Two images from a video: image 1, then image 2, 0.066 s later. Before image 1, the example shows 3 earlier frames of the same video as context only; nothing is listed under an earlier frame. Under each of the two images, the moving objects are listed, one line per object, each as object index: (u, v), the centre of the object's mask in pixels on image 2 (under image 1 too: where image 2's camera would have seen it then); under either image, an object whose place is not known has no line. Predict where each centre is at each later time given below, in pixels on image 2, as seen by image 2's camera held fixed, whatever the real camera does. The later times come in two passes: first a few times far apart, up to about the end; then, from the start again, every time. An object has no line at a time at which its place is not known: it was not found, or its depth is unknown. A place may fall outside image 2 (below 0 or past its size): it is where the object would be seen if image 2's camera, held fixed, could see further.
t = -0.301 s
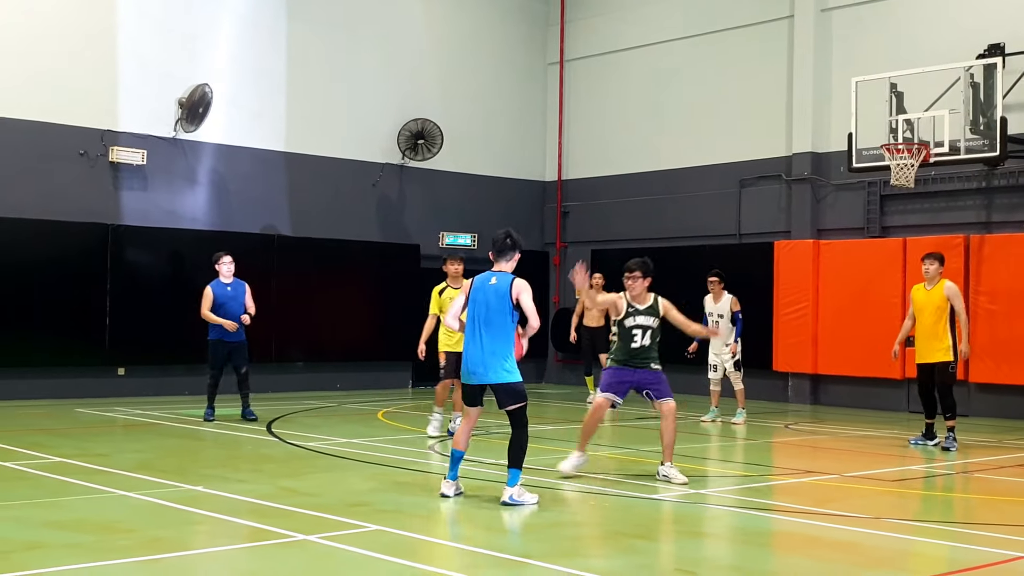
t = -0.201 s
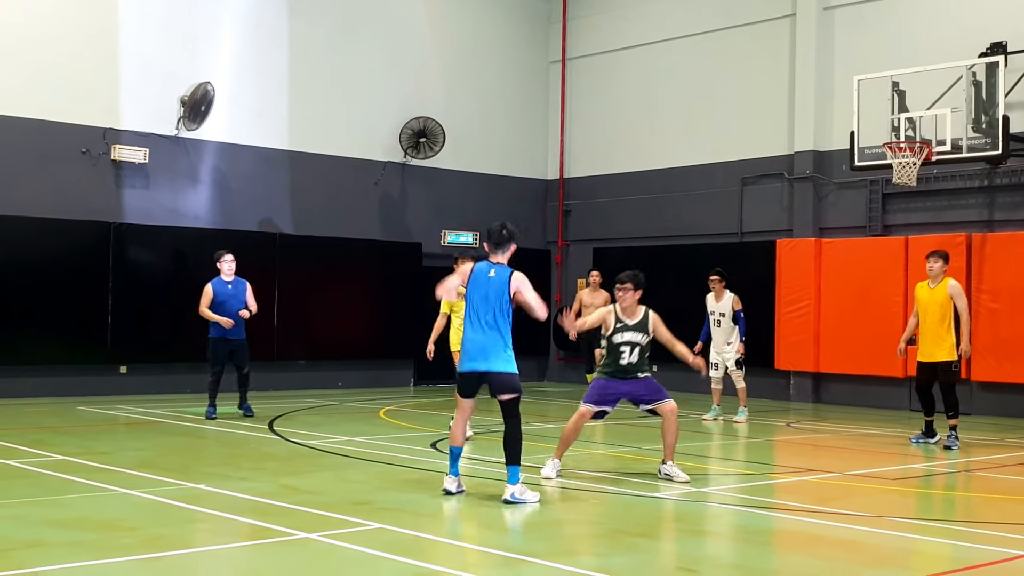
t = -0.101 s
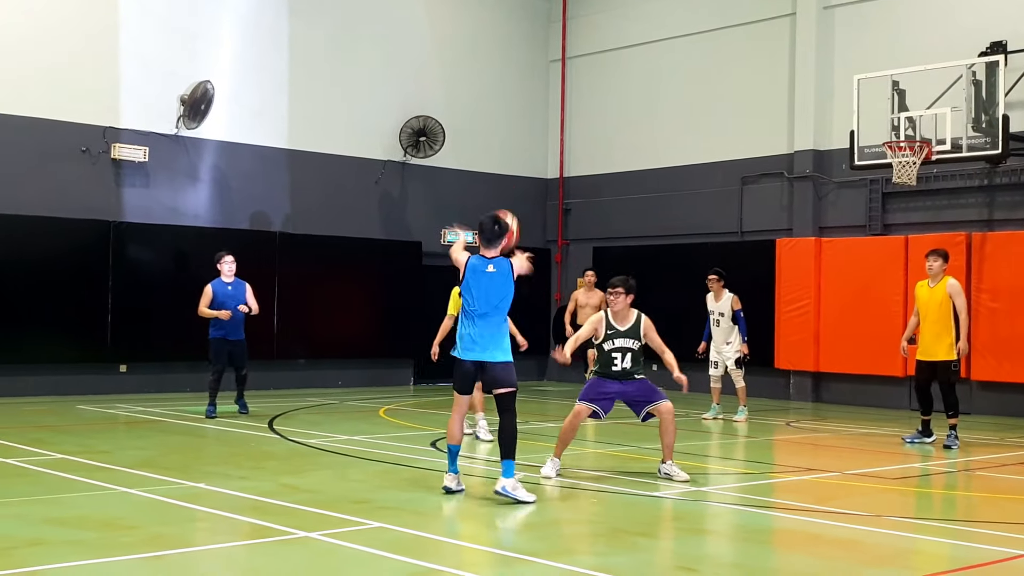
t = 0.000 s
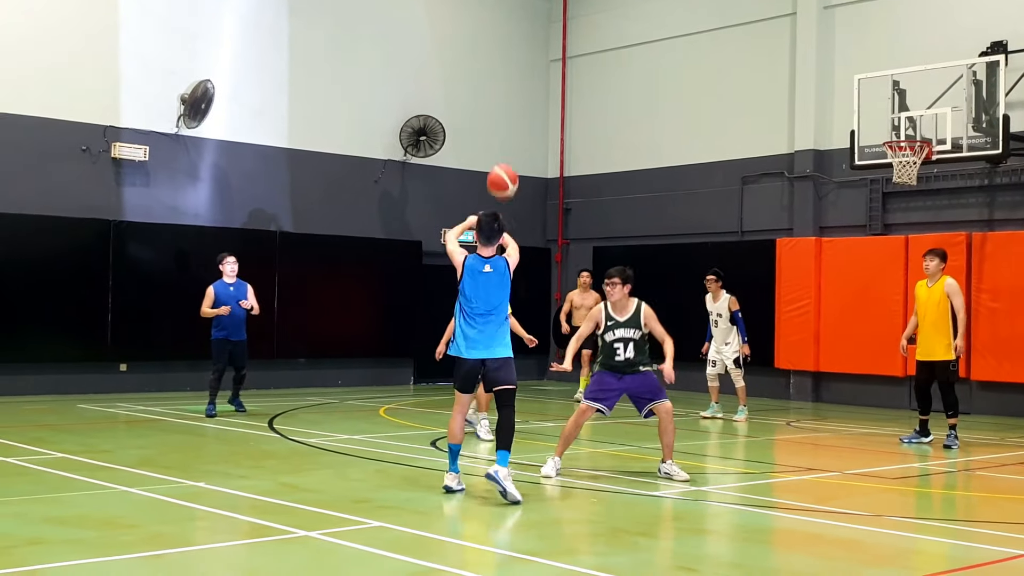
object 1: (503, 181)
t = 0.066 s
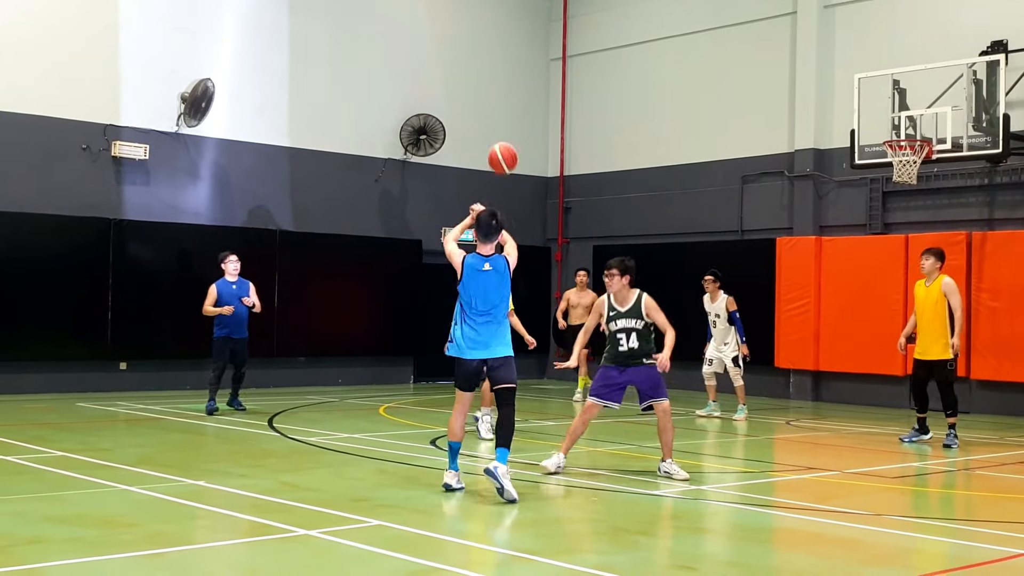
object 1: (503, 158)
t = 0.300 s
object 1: (503, 132)
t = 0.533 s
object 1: (500, 167)
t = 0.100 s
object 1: (502, 150)
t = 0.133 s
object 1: (503, 144)
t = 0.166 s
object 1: (503, 139)
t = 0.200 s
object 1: (503, 135)
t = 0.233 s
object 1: (503, 133)
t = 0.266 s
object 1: (503, 132)
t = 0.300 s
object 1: (503, 132)
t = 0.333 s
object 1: (502, 134)
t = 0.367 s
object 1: (502, 139)
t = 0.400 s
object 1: (501, 143)
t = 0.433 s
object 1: (501, 147)
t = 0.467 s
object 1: (501, 153)
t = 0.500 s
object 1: (501, 160)
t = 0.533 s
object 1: (500, 167)
